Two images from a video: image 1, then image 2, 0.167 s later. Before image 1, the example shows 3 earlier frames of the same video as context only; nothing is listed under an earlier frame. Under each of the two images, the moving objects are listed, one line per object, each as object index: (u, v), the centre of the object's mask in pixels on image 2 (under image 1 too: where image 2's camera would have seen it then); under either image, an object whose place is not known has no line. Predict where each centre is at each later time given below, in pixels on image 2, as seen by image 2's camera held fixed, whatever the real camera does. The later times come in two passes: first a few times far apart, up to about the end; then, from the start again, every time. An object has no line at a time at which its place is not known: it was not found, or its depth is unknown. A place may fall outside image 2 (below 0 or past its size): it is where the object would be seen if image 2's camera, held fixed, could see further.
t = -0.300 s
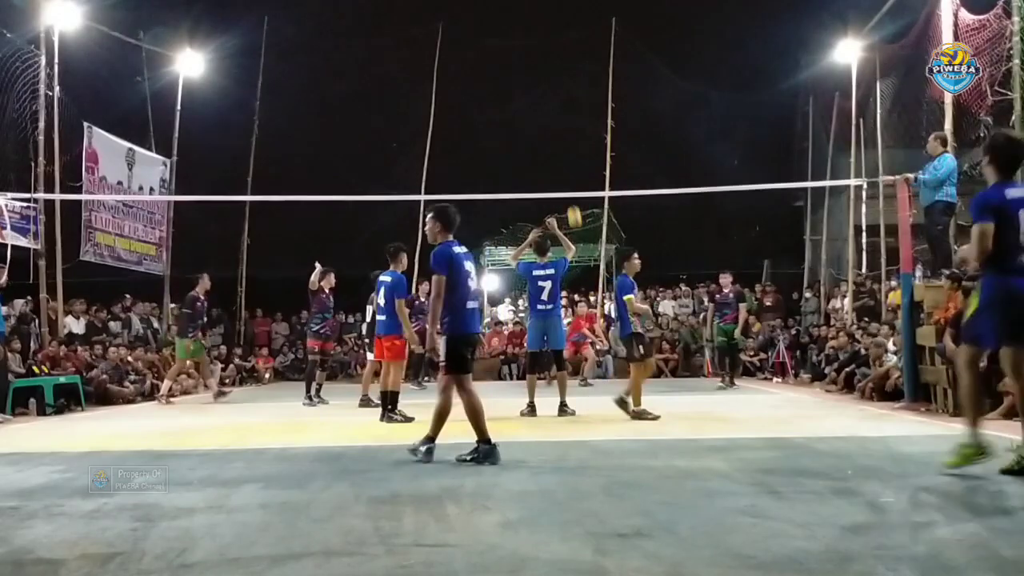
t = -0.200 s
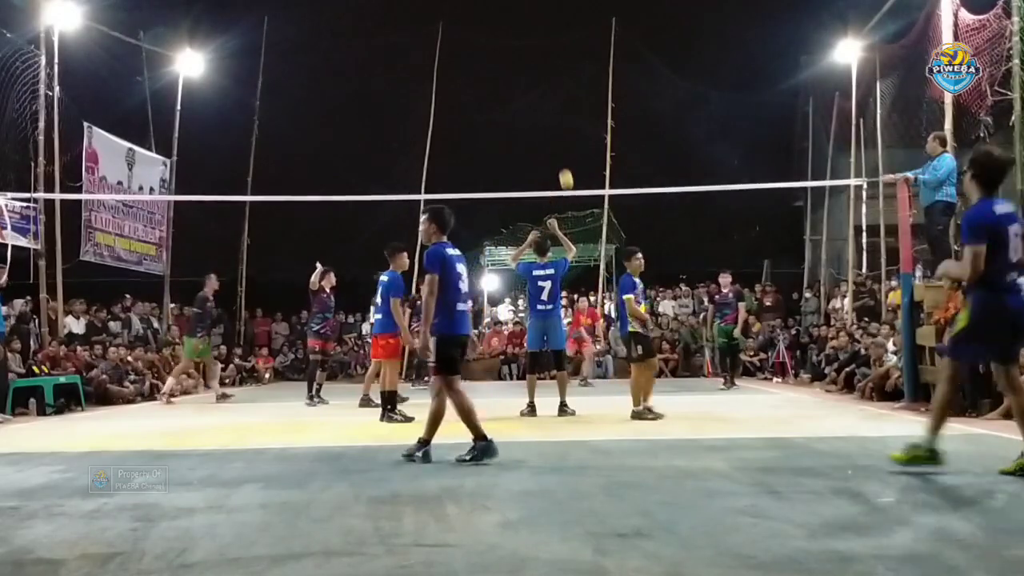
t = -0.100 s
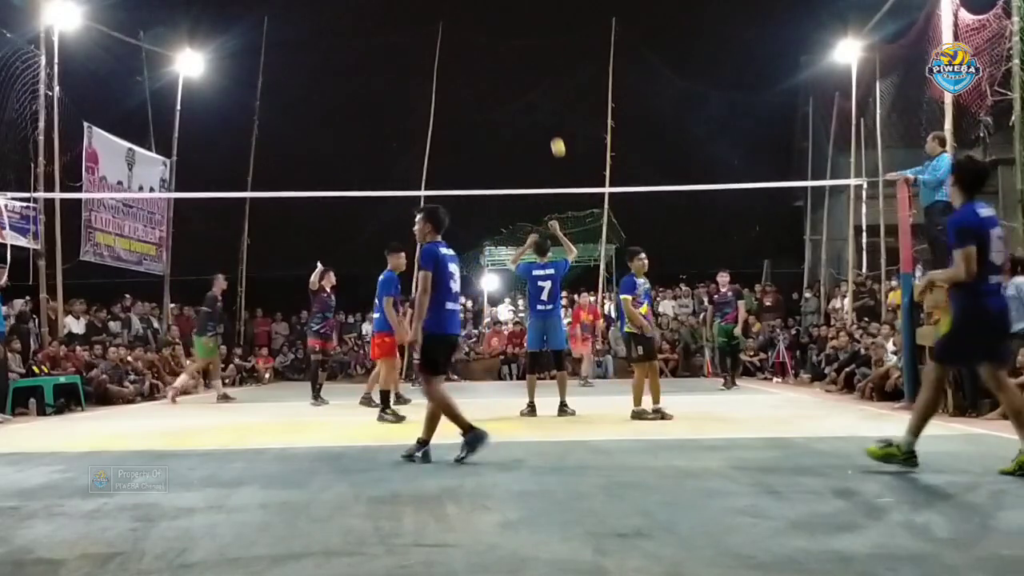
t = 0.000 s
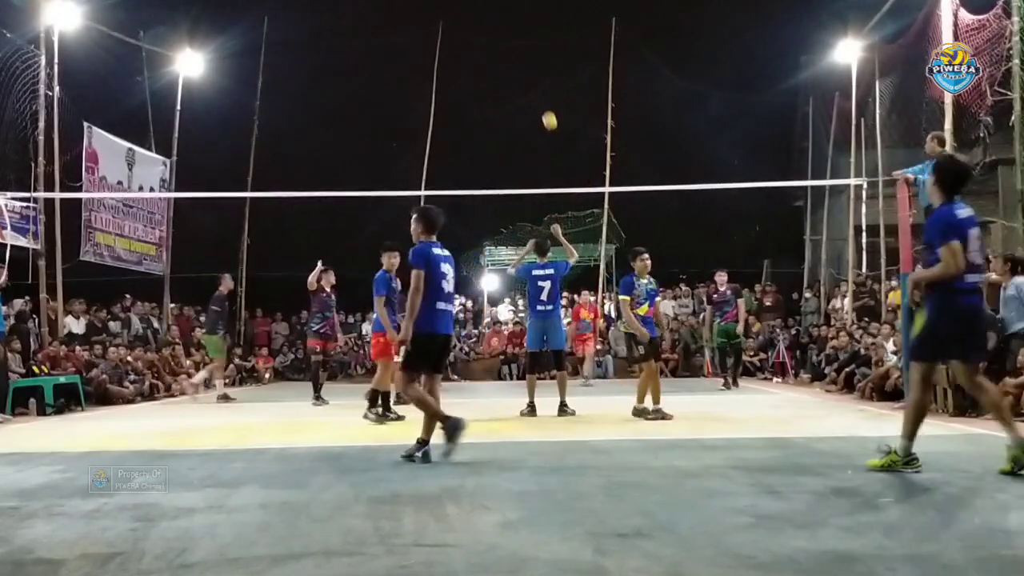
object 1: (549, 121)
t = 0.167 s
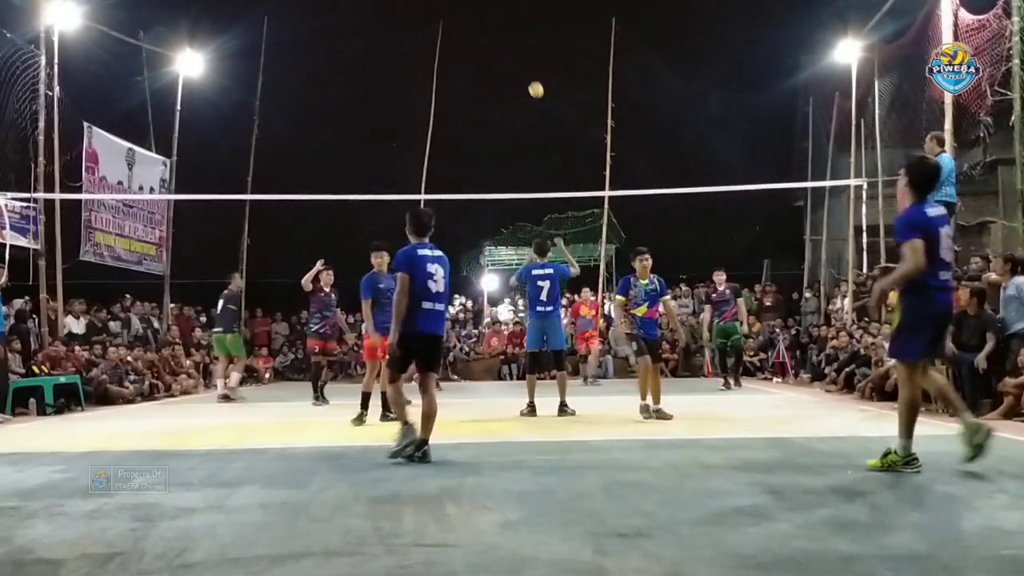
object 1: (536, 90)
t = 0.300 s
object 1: (525, 77)
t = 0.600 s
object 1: (500, 89)
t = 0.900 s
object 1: (475, 161)
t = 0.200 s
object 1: (533, 85)
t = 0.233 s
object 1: (530, 82)
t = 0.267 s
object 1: (527, 79)
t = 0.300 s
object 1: (525, 77)
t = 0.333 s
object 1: (522, 75)
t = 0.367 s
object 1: (519, 74)
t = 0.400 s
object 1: (516, 74)
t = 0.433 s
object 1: (514, 75)
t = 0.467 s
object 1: (511, 76)
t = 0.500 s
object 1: (508, 78)
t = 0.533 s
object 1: (505, 81)
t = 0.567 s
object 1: (502, 85)
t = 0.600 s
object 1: (500, 89)
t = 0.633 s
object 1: (497, 94)
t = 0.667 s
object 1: (494, 99)
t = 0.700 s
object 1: (491, 106)
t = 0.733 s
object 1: (489, 113)
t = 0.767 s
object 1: (486, 121)
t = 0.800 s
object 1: (483, 130)
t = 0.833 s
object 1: (480, 140)
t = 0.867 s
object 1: (477, 150)
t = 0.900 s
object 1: (475, 161)
